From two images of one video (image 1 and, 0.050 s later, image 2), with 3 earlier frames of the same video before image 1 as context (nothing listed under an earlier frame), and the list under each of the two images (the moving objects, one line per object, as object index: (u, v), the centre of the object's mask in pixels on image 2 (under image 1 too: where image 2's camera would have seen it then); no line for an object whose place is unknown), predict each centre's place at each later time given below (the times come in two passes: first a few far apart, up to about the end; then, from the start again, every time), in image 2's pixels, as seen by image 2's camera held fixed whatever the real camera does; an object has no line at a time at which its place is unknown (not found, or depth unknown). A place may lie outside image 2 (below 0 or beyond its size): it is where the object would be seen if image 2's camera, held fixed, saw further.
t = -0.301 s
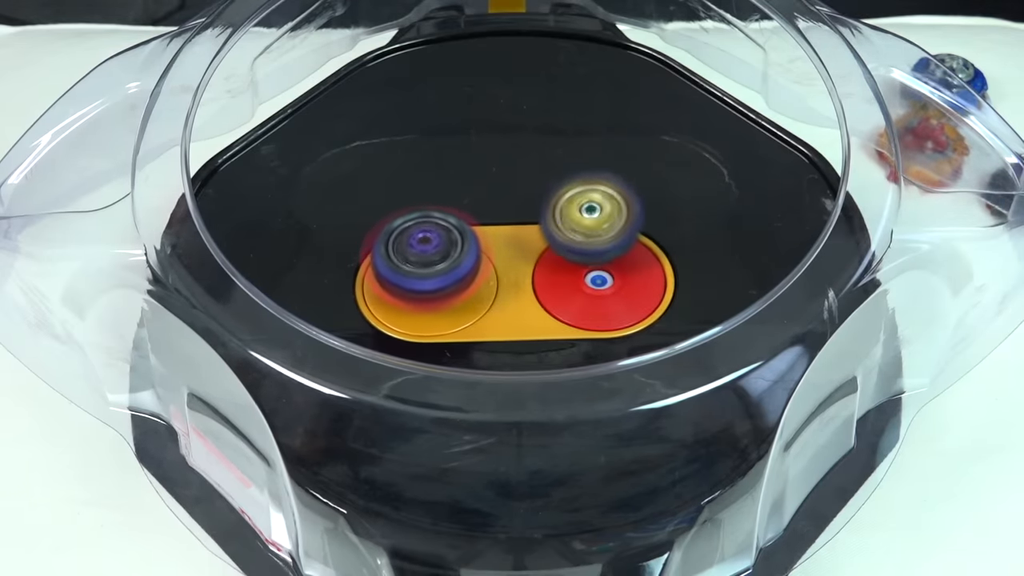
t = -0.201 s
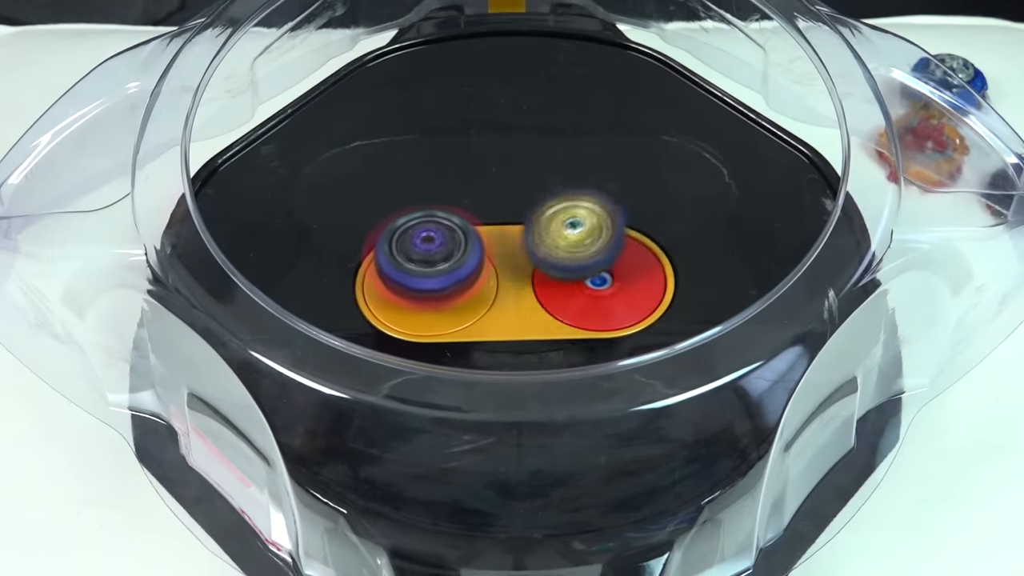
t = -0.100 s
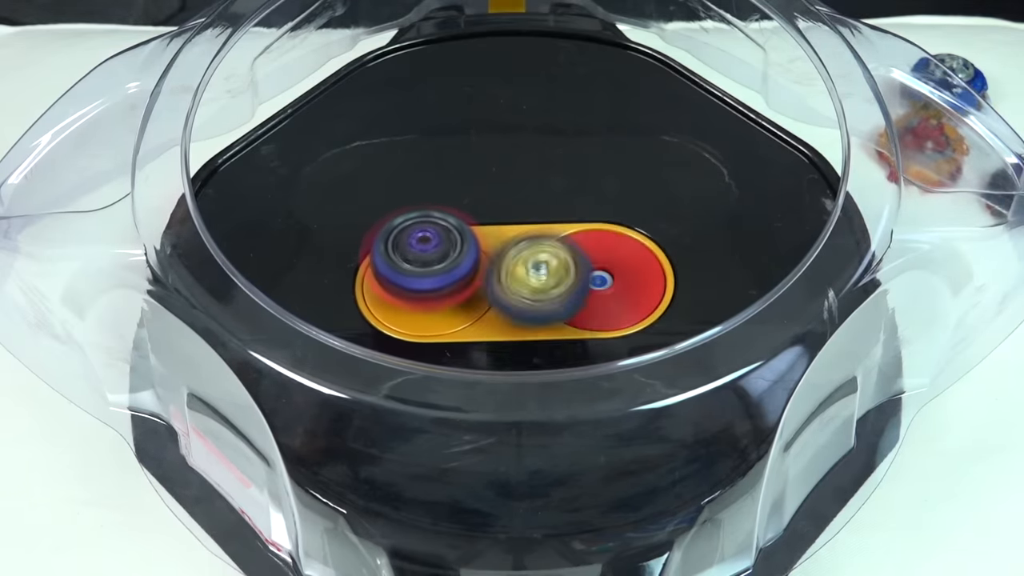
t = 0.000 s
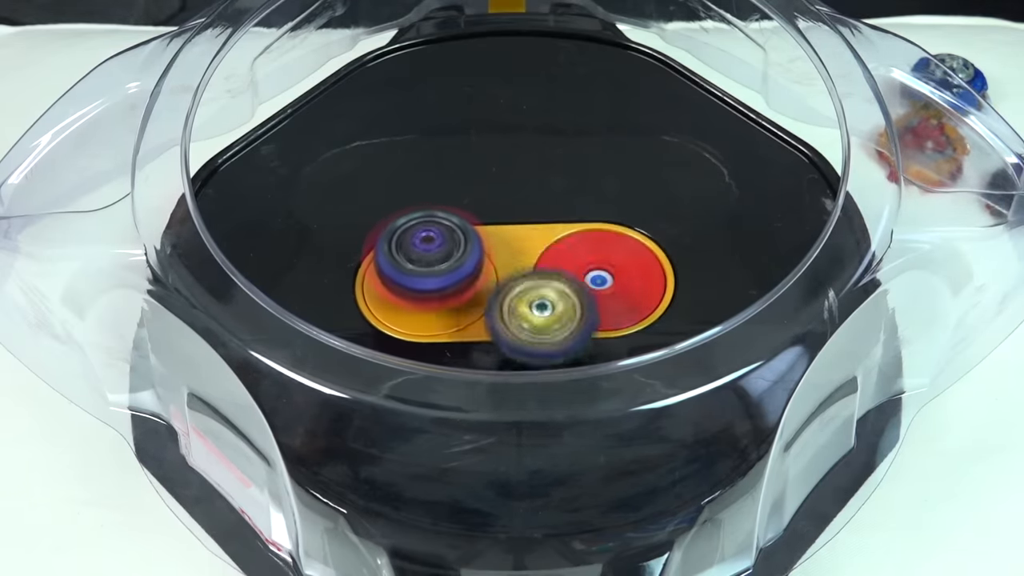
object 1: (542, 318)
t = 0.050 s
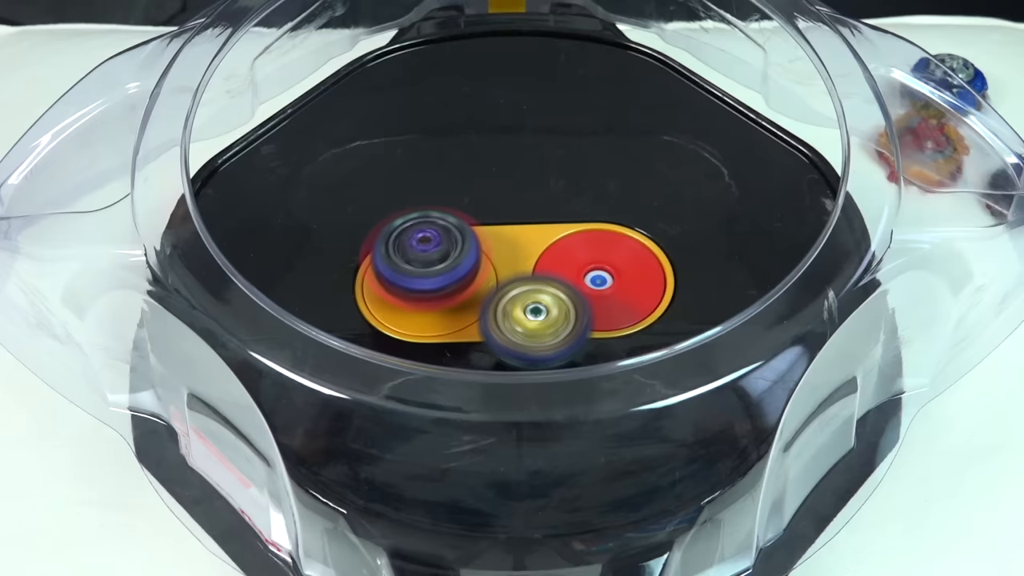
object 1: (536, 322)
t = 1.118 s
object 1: (573, 280)
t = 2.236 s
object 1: (562, 206)
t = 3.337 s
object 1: (497, 324)
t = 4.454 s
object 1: (581, 192)
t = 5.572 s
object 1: (547, 318)
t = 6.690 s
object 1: (668, 252)
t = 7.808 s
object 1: (476, 327)
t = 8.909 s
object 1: (311, 273)
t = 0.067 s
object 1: (533, 322)
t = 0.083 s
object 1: (530, 321)
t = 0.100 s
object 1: (527, 320)
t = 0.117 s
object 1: (524, 319)
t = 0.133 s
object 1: (521, 318)
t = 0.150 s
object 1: (517, 316)
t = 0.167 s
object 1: (515, 314)
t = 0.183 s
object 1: (513, 313)
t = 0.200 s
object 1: (511, 311)
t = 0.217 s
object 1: (510, 311)
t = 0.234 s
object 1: (510, 312)
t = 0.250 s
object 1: (510, 315)
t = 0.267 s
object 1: (511, 318)
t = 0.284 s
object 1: (511, 318)
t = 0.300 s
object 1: (511, 318)
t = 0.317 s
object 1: (511, 319)
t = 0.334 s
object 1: (510, 319)
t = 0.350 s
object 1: (510, 318)
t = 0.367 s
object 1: (509, 318)
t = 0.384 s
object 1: (509, 317)
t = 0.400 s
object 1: (509, 317)
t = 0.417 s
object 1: (507, 316)
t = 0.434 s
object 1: (507, 316)
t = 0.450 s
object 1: (508, 316)
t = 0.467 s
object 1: (508, 317)
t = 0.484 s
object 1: (508, 317)
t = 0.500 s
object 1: (509, 318)
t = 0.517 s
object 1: (510, 318)
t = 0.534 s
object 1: (510, 318)
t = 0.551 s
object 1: (510, 318)
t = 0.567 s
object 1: (510, 318)
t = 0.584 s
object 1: (511, 318)
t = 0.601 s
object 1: (511, 317)
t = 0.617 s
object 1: (512, 315)
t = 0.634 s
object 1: (513, 315)
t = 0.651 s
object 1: (513, 315)
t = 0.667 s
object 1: (515, 314)
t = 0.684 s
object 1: (515, 313)
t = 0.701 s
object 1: (516, 312)
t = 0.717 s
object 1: (518, 311)
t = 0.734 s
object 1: (520, 311)
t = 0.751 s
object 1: (521, 310)
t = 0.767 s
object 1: (523, 309)
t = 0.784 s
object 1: (524, 308)
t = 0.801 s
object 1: (525, 307)
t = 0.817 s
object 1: (527, 305)
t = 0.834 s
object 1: (527, 303)
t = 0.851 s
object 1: (527, 301)
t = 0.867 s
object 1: (529, 300)
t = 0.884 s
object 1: (530, 299)
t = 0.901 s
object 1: (531, 296)
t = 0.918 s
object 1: (534, 294)
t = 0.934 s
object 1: (537, 294)
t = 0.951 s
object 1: (540, 294)
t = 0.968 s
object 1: (543, 293)
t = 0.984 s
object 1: (546, 292)
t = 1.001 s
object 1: (549, 290)
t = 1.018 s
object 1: (552, 289)
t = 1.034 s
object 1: (555, 287)
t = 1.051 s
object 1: (558, 285)
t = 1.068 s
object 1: (561, 284)
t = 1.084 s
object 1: (564, 282)
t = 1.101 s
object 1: (569, 281)
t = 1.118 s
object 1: (573, 280)
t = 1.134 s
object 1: (580, 278)
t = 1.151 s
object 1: (586, 278)
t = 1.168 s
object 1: (590, 278)
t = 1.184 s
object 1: (604, 280)
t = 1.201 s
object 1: (615, 280)
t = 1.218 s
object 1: (626, 280)
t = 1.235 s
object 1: (640, 280)
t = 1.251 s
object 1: (653, 279)
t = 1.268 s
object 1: (664, 277)
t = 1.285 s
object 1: (671, 273)
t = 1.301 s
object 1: (676, 270)
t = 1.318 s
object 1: (680, 266)
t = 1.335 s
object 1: (683, 265)
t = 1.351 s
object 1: (685, 264)
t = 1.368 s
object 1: (686, 262)
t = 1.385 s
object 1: (687, 261)
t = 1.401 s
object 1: (686, 259)
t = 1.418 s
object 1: (685, 257)
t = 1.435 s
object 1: (684, 257)
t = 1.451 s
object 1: (682, 255)
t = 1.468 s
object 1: (681, 254)
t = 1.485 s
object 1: (678, 254)
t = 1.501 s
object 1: (675, 252)
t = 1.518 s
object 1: (672, 252)
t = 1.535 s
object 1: (667, 253)
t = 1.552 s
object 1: (664, 252)
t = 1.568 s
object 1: (660, 252)
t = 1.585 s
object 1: (654, 251)
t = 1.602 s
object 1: (650, 249)
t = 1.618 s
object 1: (646, 245)
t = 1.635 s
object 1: (641, 241)
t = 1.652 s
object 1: (637, 235)
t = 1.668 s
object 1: (631, 230)
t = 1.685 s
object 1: (625, 225)
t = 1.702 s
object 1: (620, 220)
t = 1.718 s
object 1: (612, 214)
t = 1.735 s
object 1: (604, 206)
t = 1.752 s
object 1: (596, 200)
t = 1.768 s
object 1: (588, 194)
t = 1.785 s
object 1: (583, 189)
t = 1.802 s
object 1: (578, 185)
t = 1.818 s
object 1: (573, 183)
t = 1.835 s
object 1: (570, 181)
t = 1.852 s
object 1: (568, 180)
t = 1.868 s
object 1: (567, 178)
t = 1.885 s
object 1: (566, 177)
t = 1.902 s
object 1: (565, 176)
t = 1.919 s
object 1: (565, 176)
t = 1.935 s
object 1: (565, 176)
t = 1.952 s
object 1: (564, 176)
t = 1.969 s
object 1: (565, 176)
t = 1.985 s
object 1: (565, 176)
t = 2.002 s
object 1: (565, 177)
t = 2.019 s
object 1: (565, 178)
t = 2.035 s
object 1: (565, 178)
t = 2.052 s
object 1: (565, 179)
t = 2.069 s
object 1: (565, 181)
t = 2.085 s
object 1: (564, 182)
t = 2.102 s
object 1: (564, 184)
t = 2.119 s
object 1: (564, 185)
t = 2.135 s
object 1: (564, 187)
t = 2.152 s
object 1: (563, 190)
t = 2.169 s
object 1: (562, 192)
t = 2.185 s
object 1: (563, 194)
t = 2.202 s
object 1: (562, 198)
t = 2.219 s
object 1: (563, 202)
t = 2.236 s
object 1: (562, 206)
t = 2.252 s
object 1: (562, 209)
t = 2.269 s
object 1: (562, 212)
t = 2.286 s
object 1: (561, 216)
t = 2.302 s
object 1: (561, 220)
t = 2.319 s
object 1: (561, 224)
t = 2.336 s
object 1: (558, 228)
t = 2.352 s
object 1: (556, 232)
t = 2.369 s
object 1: (553, 237)
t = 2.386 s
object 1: (549, 242)
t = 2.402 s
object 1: (545, 249)
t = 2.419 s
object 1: (544, 258)
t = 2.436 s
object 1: (547, 268)
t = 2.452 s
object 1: (550, 279)
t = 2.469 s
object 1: (554, 292)
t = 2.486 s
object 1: (559, 302)
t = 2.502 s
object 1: (563, 310)
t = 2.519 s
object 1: (563, 311)
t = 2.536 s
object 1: (564, 312)
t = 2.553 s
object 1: (564, 317)
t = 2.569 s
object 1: (564, 319)
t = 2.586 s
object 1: (562, 321)
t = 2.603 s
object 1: (559, 321)
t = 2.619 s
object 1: (557, 321)
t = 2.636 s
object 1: (554, 322)
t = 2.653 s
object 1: (551, 323)
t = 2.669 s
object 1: (547, 323)
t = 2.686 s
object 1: (543, 324)
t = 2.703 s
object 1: (540, 323)
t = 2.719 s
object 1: (535, 322)
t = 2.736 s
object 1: (531, 321)
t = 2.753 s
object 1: (527, 321)
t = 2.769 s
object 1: (523, 321)
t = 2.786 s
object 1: (519, 320)
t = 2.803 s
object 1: (516, 320)
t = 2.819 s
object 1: (512, 318)
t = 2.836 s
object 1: (510, 317)
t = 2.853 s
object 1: (507, 317)
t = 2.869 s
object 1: (506, 316)
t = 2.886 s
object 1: (505, 317)
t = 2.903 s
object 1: (504, 318)
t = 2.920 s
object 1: (503, 319)
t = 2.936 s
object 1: (502, 321)
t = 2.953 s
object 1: (501, 322)
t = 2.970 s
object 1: (500, 323)
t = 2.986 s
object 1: (498, 324)
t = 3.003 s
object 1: (497, 324)
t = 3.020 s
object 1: (496, 325)
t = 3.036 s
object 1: (495, 325)
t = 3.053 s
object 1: (495, 325)
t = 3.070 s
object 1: (493, 325)
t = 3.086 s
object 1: (493, 325)
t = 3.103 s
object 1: (493, 326)
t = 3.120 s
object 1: (492, 325)
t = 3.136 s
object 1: (492, 326)
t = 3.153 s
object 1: (492, 326)
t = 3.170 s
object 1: (492, 326)
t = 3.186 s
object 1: (492, 326)
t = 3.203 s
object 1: (492, 326)
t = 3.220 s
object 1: (493, 326)
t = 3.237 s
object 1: (493, 326)
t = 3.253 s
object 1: (493, 325)
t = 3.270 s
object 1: (494, 325)
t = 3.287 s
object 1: (495, 325)
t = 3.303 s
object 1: (496, 324)
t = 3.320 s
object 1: (497, 324)
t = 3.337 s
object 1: (497, 324)
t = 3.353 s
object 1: (498, 323)
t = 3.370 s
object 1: (499, 323)
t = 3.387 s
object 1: (501, 322)
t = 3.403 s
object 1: (503, 322)
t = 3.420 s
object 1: (504, 322)
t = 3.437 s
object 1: (505, 320)
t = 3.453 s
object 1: (507, 320)
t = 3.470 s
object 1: (508, 318)
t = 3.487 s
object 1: (511, 317)
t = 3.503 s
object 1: (512, 315)
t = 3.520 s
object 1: (514, 314)
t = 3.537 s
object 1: (516, 313)
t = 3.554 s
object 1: (518, 311)
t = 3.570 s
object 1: (521, 309)
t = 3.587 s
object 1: (523, 308)
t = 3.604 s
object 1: (524, 306)
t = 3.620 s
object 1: (527, 304)
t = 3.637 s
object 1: (529, 302)
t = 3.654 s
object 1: (530, 299)
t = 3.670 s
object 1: (533, 298)
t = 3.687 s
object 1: (535, 296)
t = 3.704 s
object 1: (539, 294)
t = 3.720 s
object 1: (540, 292)
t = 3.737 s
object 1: (543, 290)
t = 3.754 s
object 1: (547, 287)
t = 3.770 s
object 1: (549, 286)
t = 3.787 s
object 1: (553, 283)
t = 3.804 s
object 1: (557, 282)
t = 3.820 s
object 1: (560, 280)
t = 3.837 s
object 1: (565, 278)
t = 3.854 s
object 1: (571, 277)
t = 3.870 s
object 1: (578, 275)
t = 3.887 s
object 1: (585, 275)
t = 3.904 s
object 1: (590, 276)
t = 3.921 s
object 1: (606, 277)
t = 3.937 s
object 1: (618, 278)
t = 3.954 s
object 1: (630, 276)
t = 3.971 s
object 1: (645, 276)
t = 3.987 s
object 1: (659, 275)
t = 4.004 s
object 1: (668, 273)
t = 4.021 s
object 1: (674, 270)
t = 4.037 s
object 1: (676, 265)
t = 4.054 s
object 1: (679, 261)
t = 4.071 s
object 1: (680, 261)
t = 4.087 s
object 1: (680, 260)
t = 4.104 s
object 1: (681, 259)
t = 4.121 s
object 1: (681, 257)
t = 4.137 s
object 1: (680, 255)
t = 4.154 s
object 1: (679, 253)
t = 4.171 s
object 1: (676, 252)
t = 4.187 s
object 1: (674, 251)
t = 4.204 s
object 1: (669, 251)
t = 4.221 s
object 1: (665, 251)
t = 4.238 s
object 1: (661, 251)
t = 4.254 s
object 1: (655, 251)
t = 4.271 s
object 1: (651, 250)
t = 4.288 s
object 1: (645, 247)
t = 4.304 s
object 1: (640, 242)
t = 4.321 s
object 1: (636, 237)
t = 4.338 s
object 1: (630, 231)
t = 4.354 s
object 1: (625, 226)
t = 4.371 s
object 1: (619, 221)
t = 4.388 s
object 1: (612, 215)
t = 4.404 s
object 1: (604, 209)
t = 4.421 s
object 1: (595, 203)
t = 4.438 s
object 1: (588, 196)
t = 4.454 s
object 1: (581, 192)
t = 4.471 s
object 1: (576, 187)
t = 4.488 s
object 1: (571, 186)
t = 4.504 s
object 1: (567, 185)
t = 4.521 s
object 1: (566, 183)
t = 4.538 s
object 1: (564, 182)
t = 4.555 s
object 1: (562, 180)
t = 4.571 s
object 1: (562, 180)
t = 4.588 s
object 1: (560, 180)
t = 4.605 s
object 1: (561, 179)
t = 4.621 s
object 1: (560, 178)
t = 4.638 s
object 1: (560, 178)
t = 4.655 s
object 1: (561, 178)
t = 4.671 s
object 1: (560, 178)
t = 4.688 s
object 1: (560, 179)
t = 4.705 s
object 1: (560, 179)
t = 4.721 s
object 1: (560, 179)
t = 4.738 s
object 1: (560, 180)
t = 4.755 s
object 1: (559, 181)
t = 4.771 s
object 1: (559, 183)
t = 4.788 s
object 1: (558, 184)
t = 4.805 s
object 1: (558, 186)
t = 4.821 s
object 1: (557, 188)
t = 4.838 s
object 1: (556, 191)
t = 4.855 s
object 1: (555, 193)
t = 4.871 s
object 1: (554, 196)
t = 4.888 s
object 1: (553, 200)
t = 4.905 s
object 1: (552, 204)
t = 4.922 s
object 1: (551, 207)
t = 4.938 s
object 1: (550, 209)
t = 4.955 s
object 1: (548, 212)
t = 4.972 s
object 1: (547, 214)
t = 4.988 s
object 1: (545, 217)
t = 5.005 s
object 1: (543, 219)
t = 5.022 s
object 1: (541, 223)
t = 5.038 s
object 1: (539, 225)
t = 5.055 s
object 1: (539, 227)
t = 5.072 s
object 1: (540, 230)
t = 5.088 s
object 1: (543, 232)
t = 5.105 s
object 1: (547, 236)
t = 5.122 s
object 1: (550, 241)
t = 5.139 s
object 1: (553, 245)
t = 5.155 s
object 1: (556, 251)
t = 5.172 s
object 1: (559, 258)
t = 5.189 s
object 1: (562, 265)
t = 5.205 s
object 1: (564, 274)
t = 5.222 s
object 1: (569, 284)
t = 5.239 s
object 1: (575, 296)
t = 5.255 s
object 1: (580, 305)
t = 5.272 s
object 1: (585, 311)
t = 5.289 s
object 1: (588, 310)
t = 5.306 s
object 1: (591, 311)
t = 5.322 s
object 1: (592, 313)
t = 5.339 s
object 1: (591, 314)
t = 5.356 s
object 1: (591, 315)
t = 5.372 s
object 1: (589, 315)
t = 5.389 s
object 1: (587, 315)
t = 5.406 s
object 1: (583, 316)
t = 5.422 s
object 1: (579, 317)
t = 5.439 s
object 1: (575, 319)
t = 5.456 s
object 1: (571, 319)
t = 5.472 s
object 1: (568, 320)
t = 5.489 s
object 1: (563, 319)
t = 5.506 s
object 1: (559, 319)
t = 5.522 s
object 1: (556, 319)
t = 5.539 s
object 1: (552, 319)
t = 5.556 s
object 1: (550, 319)
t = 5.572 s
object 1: (547, 318)
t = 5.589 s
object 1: (545, 318)
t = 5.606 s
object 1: (542, 317)
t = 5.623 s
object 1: (540, 315)
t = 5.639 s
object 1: (538, 315)
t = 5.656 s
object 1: (535, 314)
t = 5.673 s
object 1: (534, 313)
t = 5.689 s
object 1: (531, 311)
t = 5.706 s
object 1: (530, 310)
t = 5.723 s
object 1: (527, 309)
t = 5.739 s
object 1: (525, 306)
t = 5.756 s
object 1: (523, 305)
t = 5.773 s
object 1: (519, 303)
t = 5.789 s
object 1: (521, 304)
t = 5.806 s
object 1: (523, 307)
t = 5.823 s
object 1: (525, 308)
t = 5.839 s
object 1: (527, 310)
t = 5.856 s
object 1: (528, 312)
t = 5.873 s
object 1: (530, 313)
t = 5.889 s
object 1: (530, 314)
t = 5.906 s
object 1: (531, 314)
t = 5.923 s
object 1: (532, 315)
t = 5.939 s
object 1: (532, 315)
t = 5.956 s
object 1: (533, 315)
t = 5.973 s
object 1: (534, 315)
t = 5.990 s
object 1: (535, 314)
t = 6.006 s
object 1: (537, 313)
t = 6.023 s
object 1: (538, 312)
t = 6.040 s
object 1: (540, 310)
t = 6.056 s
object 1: (541, 309)
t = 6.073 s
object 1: (543, 307)
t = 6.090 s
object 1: (545, 306)
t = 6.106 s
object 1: (546, 303)
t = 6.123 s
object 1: (548, 301)
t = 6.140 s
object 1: (548, 299)
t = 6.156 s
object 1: (550, 296)
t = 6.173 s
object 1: (551, 293)
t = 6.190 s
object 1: (553, 289)
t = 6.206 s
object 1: (555, 285)
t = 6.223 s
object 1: (557, 282)
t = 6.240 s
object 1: (559, 280)
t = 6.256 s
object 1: (562, 279)
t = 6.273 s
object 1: (566, 276)
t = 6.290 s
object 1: (571, 275)
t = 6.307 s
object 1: (576, 273)
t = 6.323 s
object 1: (583, 273)
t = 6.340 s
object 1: (588, 274)
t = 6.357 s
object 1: (600, 276)
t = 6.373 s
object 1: (610, 276)
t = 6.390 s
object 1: (622, 275)
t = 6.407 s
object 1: (636, 276)
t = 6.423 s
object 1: (649, 276)
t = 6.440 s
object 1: (662, 275)
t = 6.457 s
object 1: (669, 273)
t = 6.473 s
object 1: (674, 268)
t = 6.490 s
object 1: (677, 265)
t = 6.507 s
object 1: (679, 263)
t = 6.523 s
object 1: (681, 262)
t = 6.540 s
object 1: (681, 262)
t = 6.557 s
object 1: (683, 260)
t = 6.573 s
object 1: (682, 259)
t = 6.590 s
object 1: (681, 257)
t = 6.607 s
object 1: (681, 256)
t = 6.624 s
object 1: (679, 254)
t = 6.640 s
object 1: (677, 253)
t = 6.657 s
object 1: (674, 251)
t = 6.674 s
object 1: (671, 251)
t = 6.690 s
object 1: (668, 252)
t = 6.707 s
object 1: (665, 250)
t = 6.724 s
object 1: (661, 249)
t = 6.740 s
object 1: (657, 249)
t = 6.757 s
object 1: (653, 247)
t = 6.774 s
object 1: (649, 245)
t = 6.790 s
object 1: (644, 240)
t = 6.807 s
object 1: (640, 236)
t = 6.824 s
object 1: (635, 231)
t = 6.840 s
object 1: (630, 226)
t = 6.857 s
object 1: (625, 220)
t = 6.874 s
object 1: (619, 214)
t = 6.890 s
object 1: (611, 208)
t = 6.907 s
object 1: (604, 201)
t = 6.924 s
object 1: (596, 196)
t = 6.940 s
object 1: (591, 191)
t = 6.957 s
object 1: (587, 188)
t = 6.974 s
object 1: (583, 186)
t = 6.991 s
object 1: (581, 185)
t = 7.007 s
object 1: (579, 184)
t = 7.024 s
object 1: (579, 182)
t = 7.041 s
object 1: (579, 180)
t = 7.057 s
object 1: (579, 179)
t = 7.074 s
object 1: (579, 180)
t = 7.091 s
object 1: (579, 179)
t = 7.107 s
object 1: (580, 179)
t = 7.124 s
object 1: (580, 179)
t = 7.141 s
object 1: (581, 179)
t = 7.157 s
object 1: (581, 180)
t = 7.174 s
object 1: (581, 181)
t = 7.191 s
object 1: (581, 182)
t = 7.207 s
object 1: (581, 183)
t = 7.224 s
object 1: (581, 185)
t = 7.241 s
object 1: (580, 186)
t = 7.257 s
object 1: (581, 188)
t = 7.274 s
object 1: (580, 190)
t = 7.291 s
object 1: (580, 192)
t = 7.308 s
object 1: (579, 195)
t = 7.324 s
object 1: (579, 199)
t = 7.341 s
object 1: (579, 203)
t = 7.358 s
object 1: (578, 205)
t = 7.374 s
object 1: (578, 209)
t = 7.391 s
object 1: (578, 214)
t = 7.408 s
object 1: (578, 218)
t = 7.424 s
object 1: (576, 222)
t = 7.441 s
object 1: (574, 226)
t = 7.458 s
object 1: (569, 230)
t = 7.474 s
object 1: (565, 233)
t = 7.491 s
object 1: (560, 240)
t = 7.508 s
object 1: (554, 247)
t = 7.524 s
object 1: (549, 256)
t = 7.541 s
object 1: (544, 265)
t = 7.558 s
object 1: (541, 275)
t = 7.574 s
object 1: (541, 287)
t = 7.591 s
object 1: (540, 298)
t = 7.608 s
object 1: (537, 307)
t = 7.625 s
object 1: (535, 312)
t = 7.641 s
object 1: (531, 313)
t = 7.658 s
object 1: (525, 316)
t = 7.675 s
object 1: (520, 318)
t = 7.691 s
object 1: (514, 320)
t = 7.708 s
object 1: (510, 322)
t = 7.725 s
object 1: (504, 322)
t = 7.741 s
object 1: (498, 322)
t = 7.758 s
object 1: (493, 323)
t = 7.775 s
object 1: (487, 325)
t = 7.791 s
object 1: (482, 325)
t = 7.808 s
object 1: (476, 327)
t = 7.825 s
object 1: (471, 328)
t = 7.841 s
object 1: (464, 330)
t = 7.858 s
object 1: (459, 331)
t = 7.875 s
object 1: (453, 332)
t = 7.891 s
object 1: (447, 332)
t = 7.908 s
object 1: (442, 333)
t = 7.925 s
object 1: (437, 332)
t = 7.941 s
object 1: (432, 332)
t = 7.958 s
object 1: (427, 332)
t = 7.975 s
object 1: (423, 331)
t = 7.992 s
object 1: (419, 331)
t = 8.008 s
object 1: (416, 330)
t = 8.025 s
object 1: (413, 330)
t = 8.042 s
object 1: (410, 329)
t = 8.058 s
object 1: (407, 328)
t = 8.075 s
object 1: (403, 327)
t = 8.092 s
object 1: (401, 327)
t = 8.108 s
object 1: (397, 326)
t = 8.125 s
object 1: (394, 326)
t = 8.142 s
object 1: (390, 325)
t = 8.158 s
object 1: (387, 324)
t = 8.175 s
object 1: (384, 324)
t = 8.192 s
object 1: (381, 323)
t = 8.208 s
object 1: (380, 322)
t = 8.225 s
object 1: (378, 321)
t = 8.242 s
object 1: (376, 321)
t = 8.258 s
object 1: (373, 320)
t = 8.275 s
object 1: (371, 318)
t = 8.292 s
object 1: (369, 318)
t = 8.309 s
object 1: (367, 317)
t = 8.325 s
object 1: (366, 317)
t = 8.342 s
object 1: (363, 316)
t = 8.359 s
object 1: (362, 315)
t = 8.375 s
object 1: (360, 315)
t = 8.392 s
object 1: (359, 314)
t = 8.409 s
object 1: (358, 313)
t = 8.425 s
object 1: (356, 312)
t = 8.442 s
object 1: (355, 312)
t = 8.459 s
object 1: (353, 311)
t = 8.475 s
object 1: (351, 310)
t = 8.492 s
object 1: (349, 309)
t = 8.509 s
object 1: (347, 308)
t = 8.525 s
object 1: (345, 307)
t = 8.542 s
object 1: (343, 306)
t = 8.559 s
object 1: (341, 305)
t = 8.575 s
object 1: (339, 303)
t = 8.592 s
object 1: (337, 302)
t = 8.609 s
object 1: (336, 301)
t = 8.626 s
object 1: (334, 299)
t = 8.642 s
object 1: (332, 298)
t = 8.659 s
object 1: (330, 296)
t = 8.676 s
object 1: (328, 295)
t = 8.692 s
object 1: (326, 294)
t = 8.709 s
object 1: (325, 292)
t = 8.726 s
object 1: (324, 291)
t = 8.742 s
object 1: (323, 289)
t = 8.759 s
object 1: (321, 287)
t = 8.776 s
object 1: (318, 285)
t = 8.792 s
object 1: (316, 283)
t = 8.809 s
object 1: (315, 282)
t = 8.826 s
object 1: (314, 280)
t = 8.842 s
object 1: (312, 278)
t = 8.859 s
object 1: (312, 277)
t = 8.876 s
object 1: (312, 276)
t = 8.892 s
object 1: (312, 274)
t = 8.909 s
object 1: (311, 273)
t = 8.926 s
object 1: (310, 271)
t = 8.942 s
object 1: (309, 270)
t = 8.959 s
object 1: (308, 268)
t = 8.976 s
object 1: (308, 266)
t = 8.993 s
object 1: (307, 265)
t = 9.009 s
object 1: (306, 262)
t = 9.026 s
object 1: (305, 261)
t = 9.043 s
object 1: (303, 259)
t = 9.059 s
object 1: (303, 257)
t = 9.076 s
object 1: (304, 256)
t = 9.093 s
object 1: (306, 254)
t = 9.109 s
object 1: (307, 252)
